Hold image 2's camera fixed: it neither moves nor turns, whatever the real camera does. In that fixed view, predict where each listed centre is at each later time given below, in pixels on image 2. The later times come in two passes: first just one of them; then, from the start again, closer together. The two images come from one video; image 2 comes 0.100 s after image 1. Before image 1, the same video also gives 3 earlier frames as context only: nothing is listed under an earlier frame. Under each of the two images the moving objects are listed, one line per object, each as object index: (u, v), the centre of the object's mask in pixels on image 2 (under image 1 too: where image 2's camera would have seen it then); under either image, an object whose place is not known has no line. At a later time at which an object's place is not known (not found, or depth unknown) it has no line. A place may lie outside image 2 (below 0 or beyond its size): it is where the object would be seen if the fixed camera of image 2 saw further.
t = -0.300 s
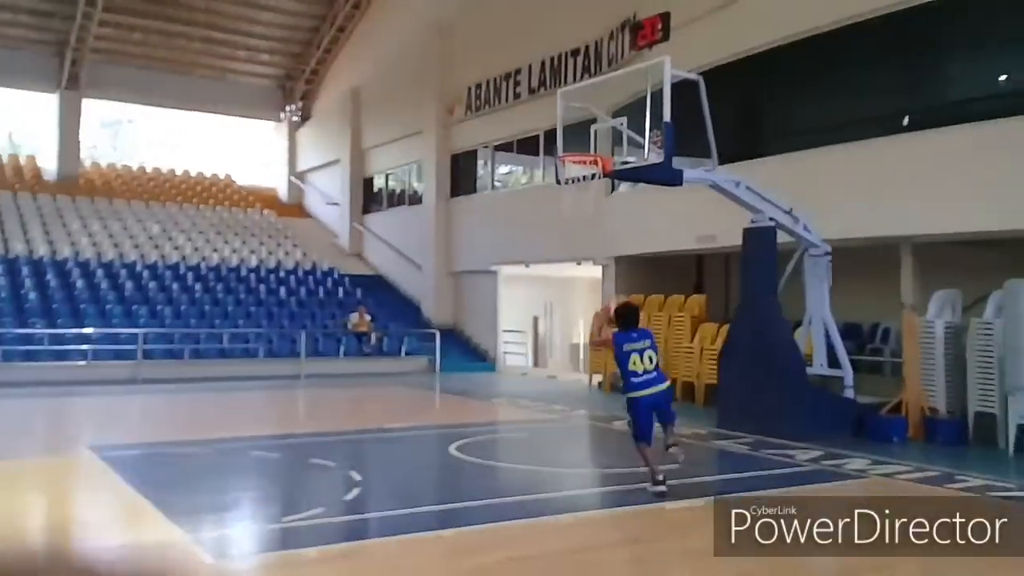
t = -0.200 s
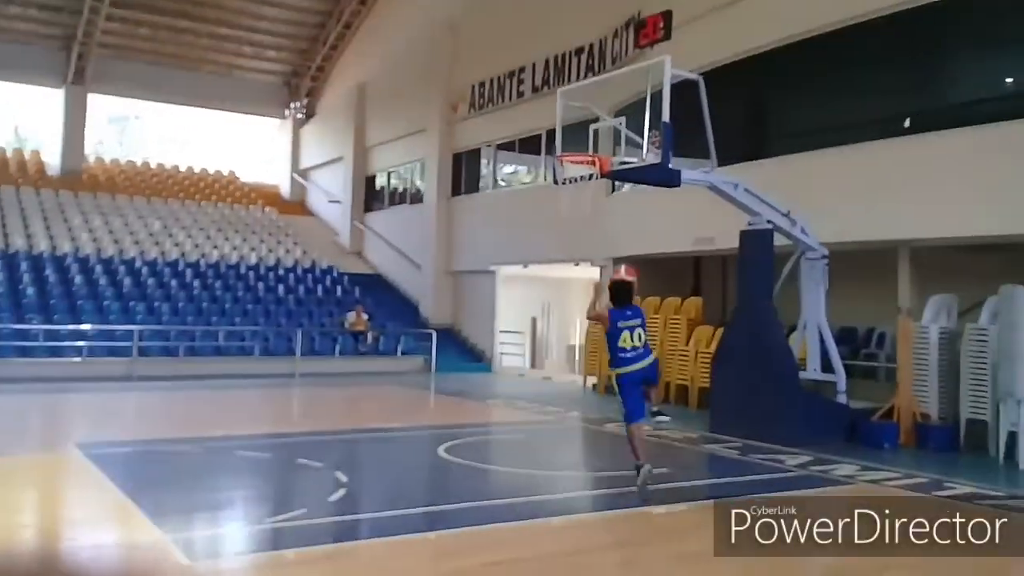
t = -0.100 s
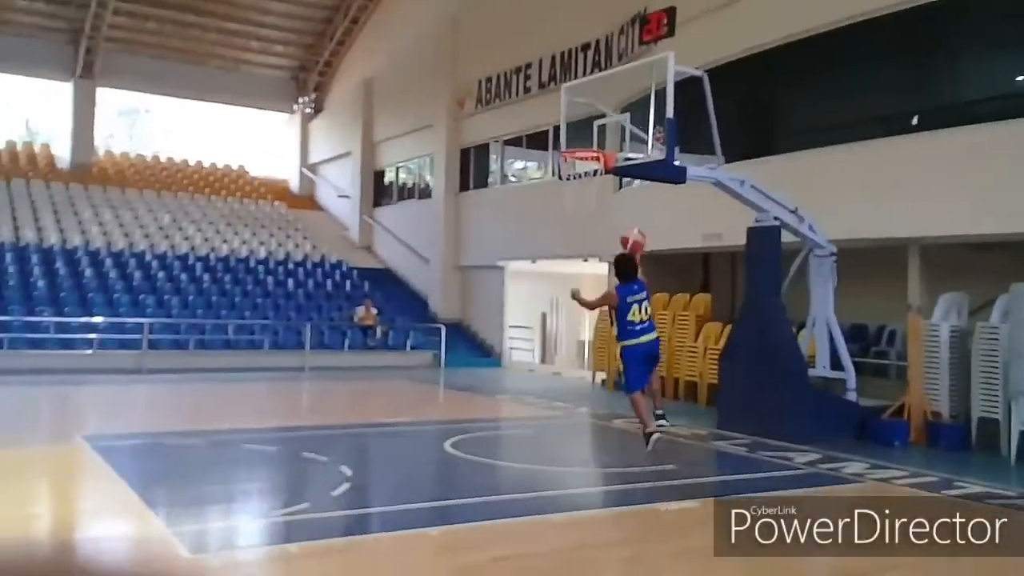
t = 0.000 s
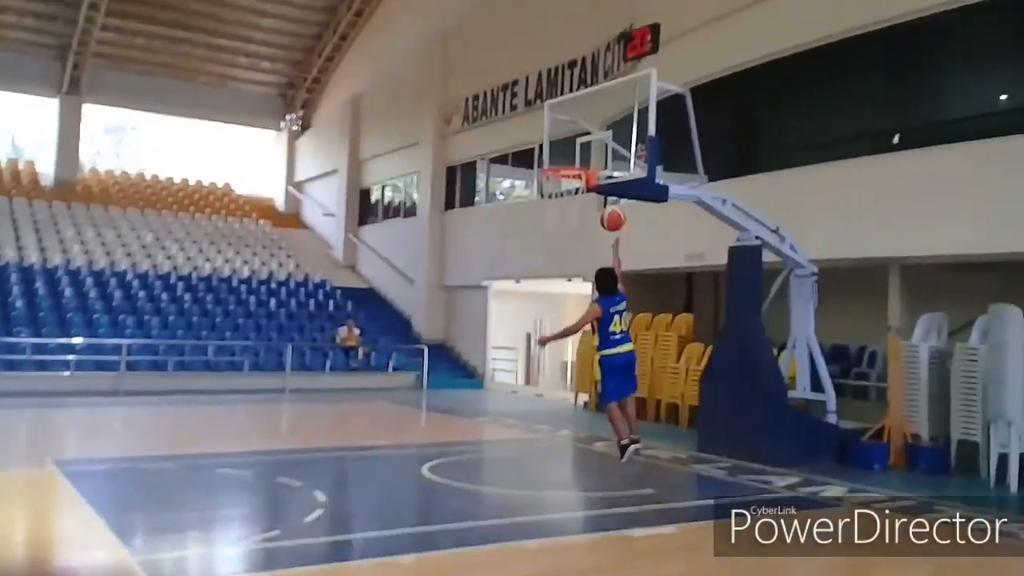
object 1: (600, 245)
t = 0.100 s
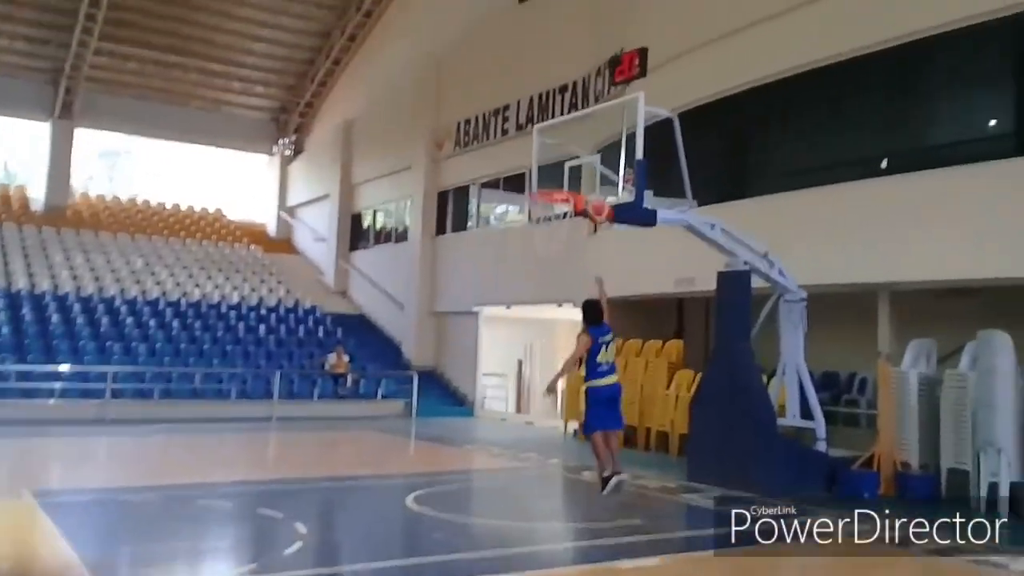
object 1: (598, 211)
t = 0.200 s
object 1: (594, 192)
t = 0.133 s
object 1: (598, 207)
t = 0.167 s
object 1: (594, 199)
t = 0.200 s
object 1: (594, 192)
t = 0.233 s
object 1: (596, 188)
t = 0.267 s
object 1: (594, 187)
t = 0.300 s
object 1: (593, 186)
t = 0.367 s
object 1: (589, 185)
